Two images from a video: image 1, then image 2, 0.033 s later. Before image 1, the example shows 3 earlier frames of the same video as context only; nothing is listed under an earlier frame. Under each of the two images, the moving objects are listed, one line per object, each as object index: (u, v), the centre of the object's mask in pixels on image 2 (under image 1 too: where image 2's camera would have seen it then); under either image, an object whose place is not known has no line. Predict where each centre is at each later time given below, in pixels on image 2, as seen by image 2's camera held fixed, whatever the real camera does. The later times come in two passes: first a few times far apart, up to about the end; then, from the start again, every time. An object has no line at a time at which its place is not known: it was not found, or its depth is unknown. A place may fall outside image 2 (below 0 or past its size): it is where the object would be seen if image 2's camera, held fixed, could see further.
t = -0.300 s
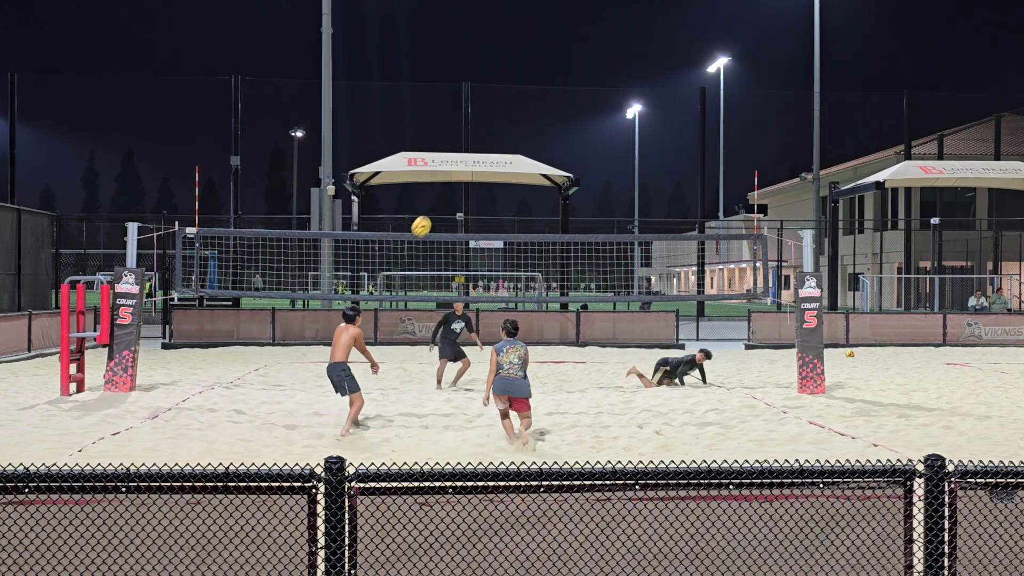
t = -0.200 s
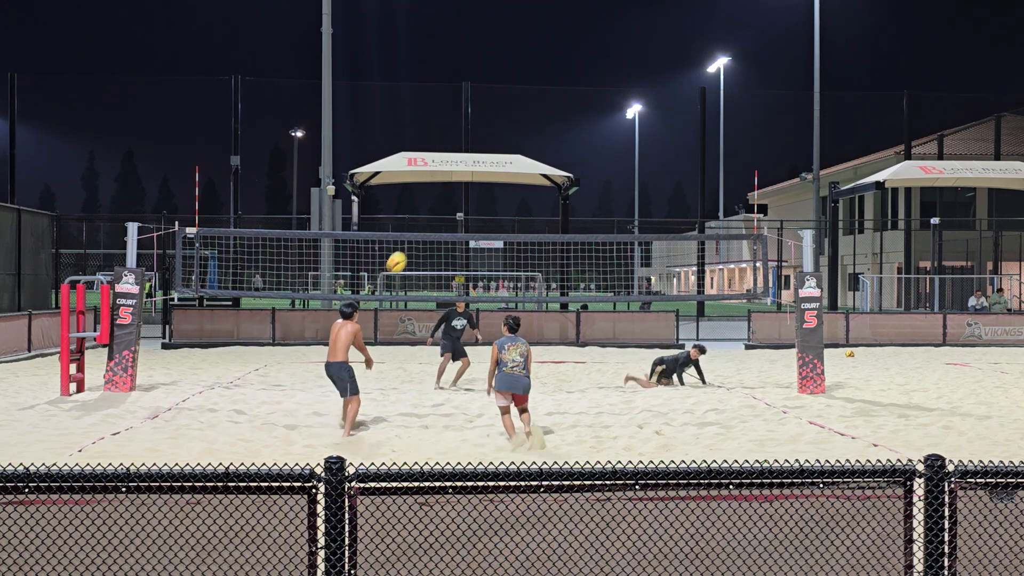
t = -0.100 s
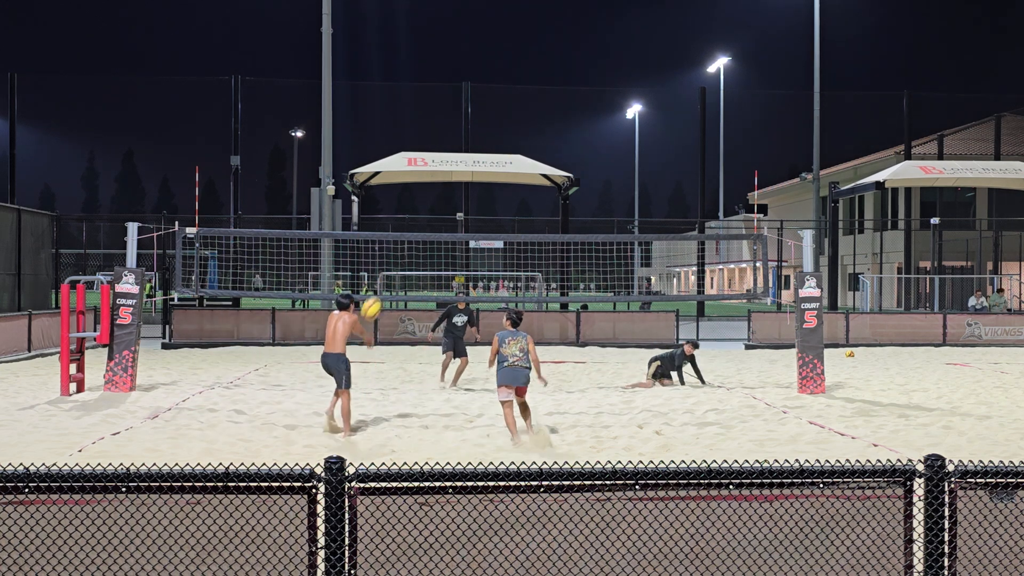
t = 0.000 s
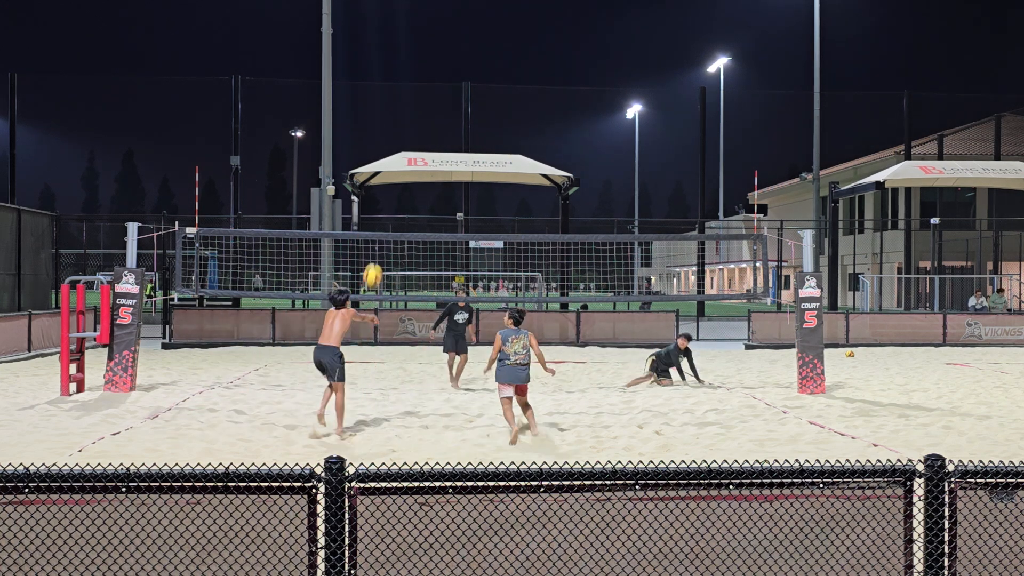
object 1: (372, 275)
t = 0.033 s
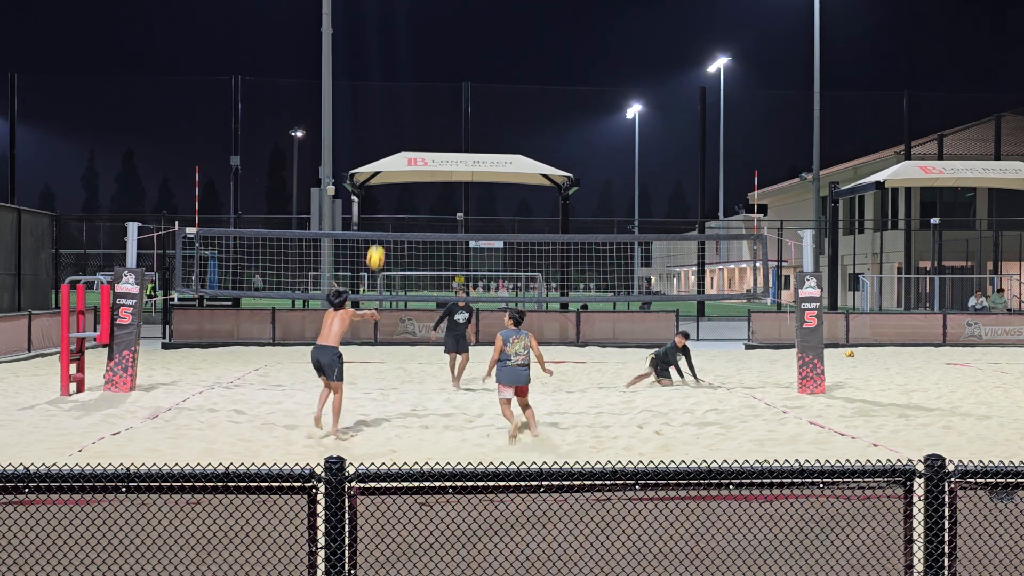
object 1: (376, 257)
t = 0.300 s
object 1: (401, 147)
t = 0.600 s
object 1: (430, 98)
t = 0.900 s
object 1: (459, 120)
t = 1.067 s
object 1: (474, 160)
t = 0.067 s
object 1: (379, 240)
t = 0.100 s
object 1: (382, 224)
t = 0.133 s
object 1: (385, 209)
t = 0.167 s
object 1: (388, 195)
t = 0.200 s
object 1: (391, 183)
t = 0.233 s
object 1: (395, 170)
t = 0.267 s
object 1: (398, 157)
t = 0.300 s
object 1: (401, 147)
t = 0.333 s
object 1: (405, 139)
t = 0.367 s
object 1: (408, 131)
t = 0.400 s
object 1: (411, 123)
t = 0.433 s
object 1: (414, 117)
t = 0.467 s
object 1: (417, 111)
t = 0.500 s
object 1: (421, 107)
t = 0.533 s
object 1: (424, 103)
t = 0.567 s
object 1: (427, 100)
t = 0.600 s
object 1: (430, 98)
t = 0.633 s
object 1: (433, 97)
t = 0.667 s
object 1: (437, 97)
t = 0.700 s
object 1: (440, 98)
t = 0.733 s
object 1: (443, 99)
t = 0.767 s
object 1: (446, 101)
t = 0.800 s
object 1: (449, 105)
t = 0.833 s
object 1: (453, 109)
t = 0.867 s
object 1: (456, 114)
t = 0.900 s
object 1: (459, 120)
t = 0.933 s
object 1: (462, 127)
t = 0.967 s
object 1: (465, 134)
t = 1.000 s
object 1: (468, 142)
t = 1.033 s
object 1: (471, 150)
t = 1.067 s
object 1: (474, 160)
